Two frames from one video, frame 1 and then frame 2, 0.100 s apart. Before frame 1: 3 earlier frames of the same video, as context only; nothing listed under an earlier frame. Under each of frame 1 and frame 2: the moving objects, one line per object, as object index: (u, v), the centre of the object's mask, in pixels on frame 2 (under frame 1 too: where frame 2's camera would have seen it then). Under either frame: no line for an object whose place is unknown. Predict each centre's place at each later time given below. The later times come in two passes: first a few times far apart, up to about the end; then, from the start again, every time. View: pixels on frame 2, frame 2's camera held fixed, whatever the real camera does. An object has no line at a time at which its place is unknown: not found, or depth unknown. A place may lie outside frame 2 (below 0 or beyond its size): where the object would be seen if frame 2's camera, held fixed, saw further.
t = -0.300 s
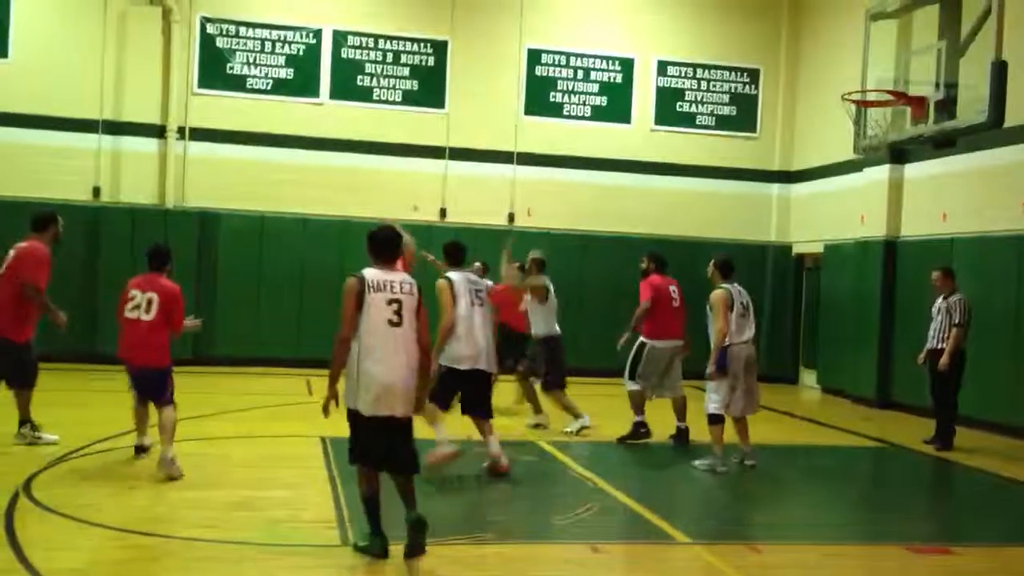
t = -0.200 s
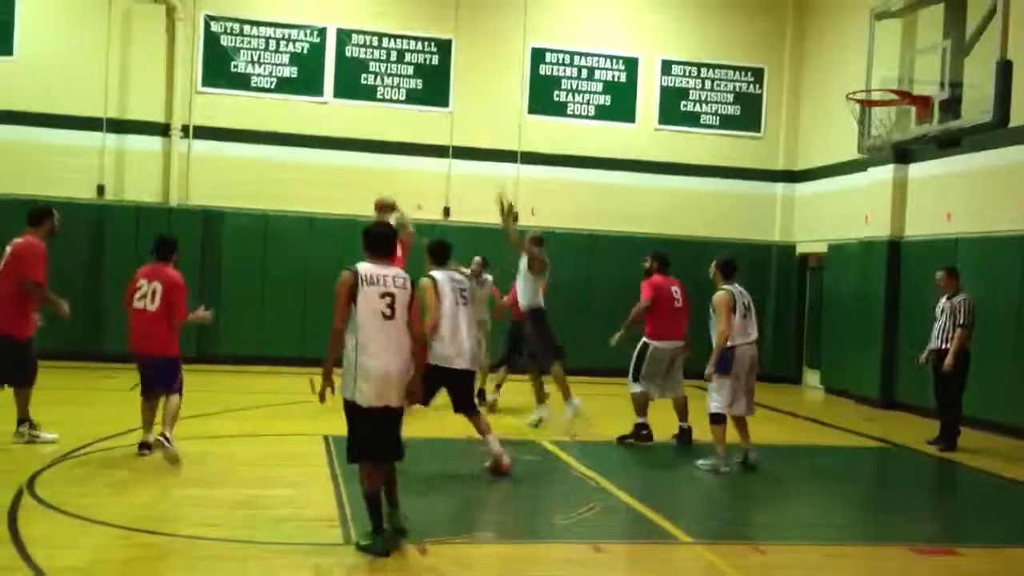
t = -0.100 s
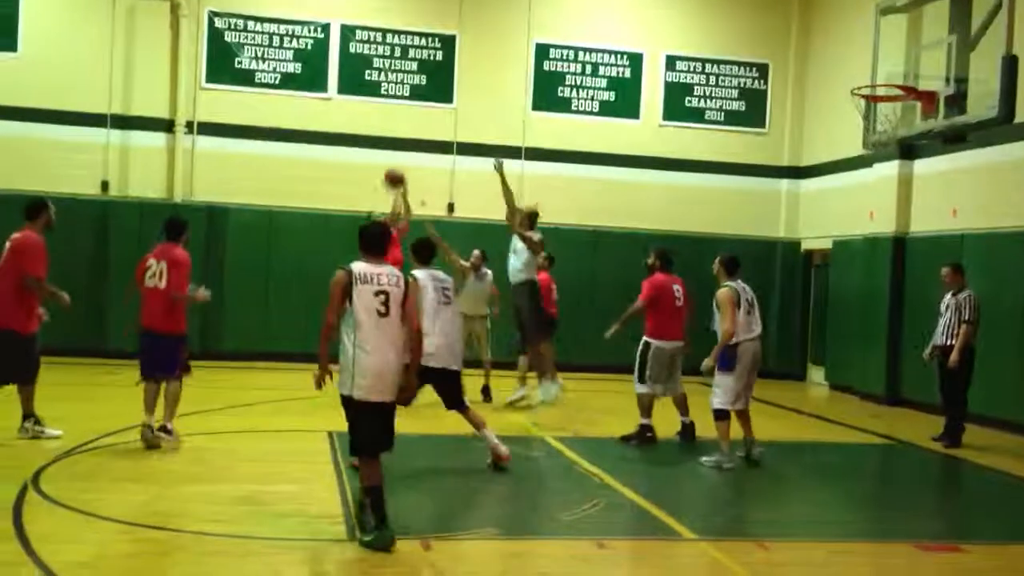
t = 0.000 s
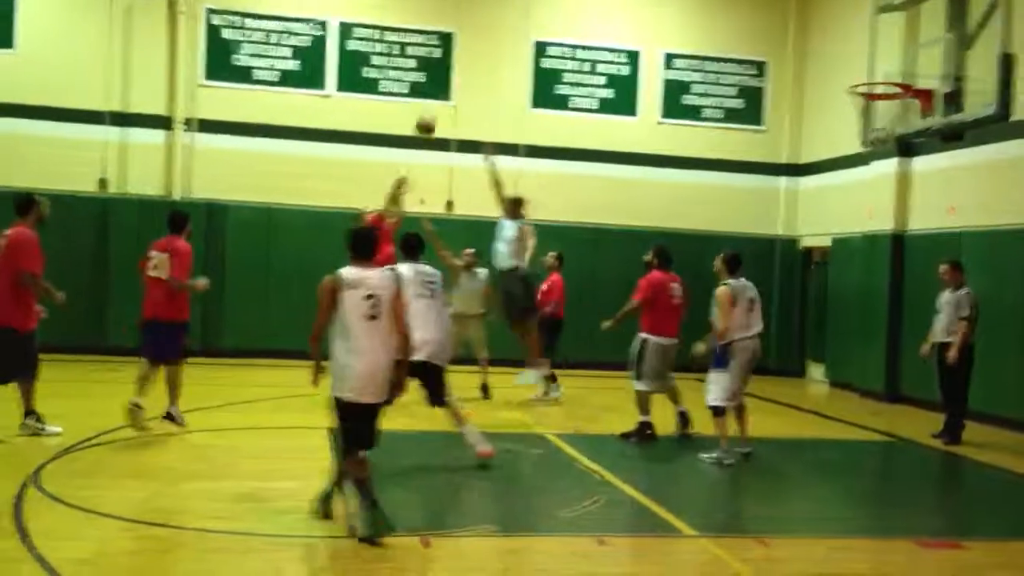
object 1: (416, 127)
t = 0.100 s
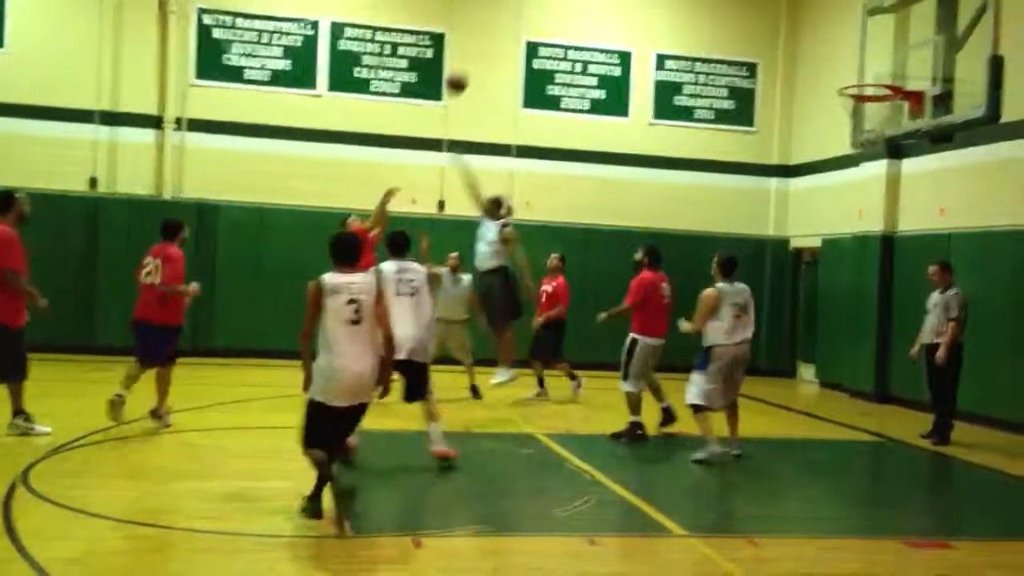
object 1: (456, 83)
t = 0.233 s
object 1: (510, 36)
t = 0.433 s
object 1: (594, -4)
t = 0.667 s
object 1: (701, -4)
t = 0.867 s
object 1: (802, 47)
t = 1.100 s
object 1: (884, 131)
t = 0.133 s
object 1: (470, 70)
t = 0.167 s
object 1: (483, 58)
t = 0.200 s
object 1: (496, 46)
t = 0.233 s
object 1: (510, 36)
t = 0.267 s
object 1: (524, 26)
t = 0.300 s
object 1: (538, 18)
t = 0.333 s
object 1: (552, 11)
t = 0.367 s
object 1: (565, 4)
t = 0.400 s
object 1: (579, 0)
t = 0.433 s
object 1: (594, -4)
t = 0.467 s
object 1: (609, -7)
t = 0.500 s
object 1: (624, -8)
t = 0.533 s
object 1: (638, -10)
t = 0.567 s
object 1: (654, -10)
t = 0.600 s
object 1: (669, -11)
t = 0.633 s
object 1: (685, -8)
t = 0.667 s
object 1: (701, -4)
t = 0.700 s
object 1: (718, 2)
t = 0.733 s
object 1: (734, 8)
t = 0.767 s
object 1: (751, 16)
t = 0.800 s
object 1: (767, 25)
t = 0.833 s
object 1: (785, 36)
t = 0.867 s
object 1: (802, 47)
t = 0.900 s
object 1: (819, 59)
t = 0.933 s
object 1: (838, 75)
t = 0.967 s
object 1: (855, 86)
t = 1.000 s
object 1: (872, 101)
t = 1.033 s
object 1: (884, 112)
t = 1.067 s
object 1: (886, 122)
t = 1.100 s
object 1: (884, 131)
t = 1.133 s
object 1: (884, 145)
